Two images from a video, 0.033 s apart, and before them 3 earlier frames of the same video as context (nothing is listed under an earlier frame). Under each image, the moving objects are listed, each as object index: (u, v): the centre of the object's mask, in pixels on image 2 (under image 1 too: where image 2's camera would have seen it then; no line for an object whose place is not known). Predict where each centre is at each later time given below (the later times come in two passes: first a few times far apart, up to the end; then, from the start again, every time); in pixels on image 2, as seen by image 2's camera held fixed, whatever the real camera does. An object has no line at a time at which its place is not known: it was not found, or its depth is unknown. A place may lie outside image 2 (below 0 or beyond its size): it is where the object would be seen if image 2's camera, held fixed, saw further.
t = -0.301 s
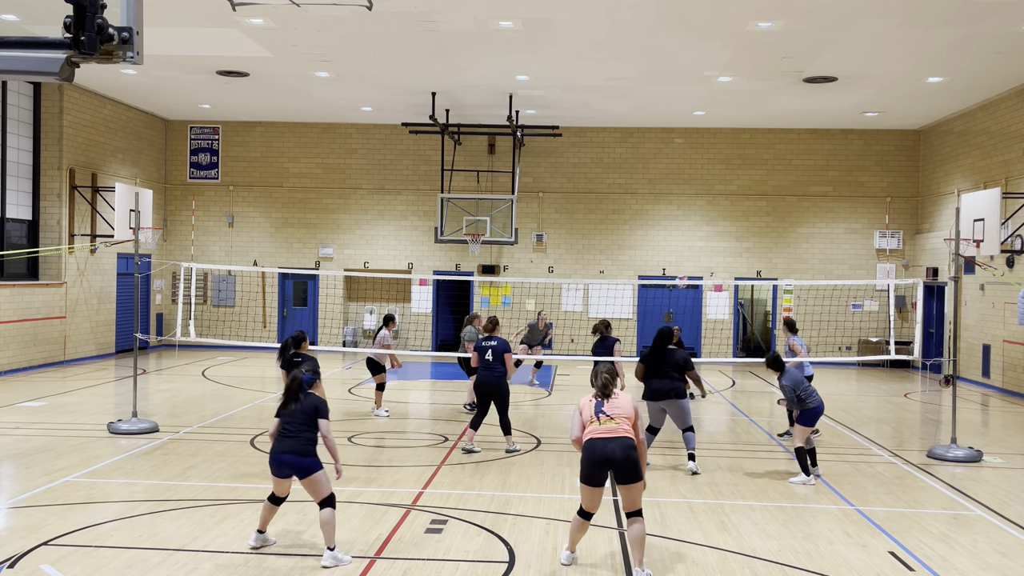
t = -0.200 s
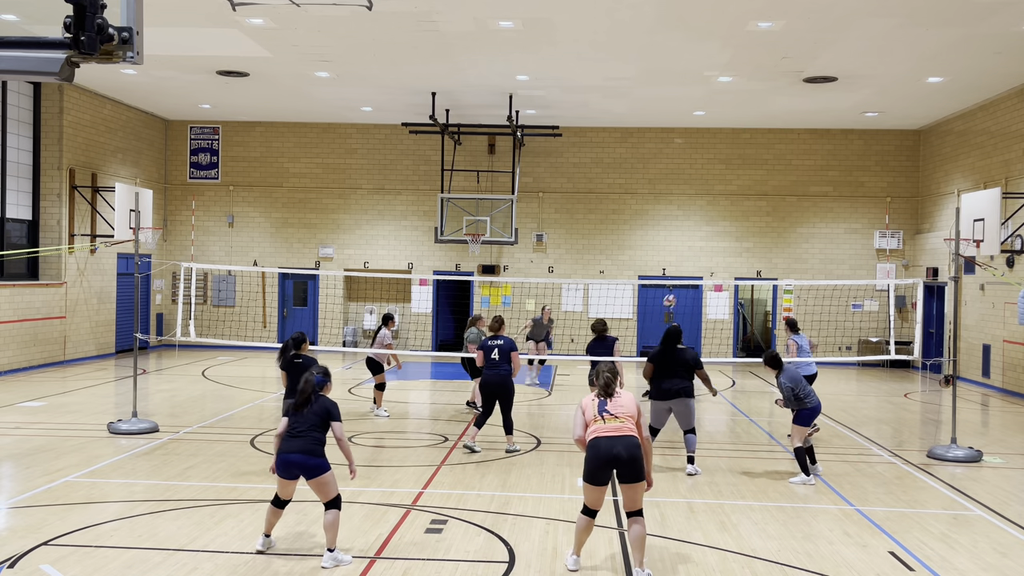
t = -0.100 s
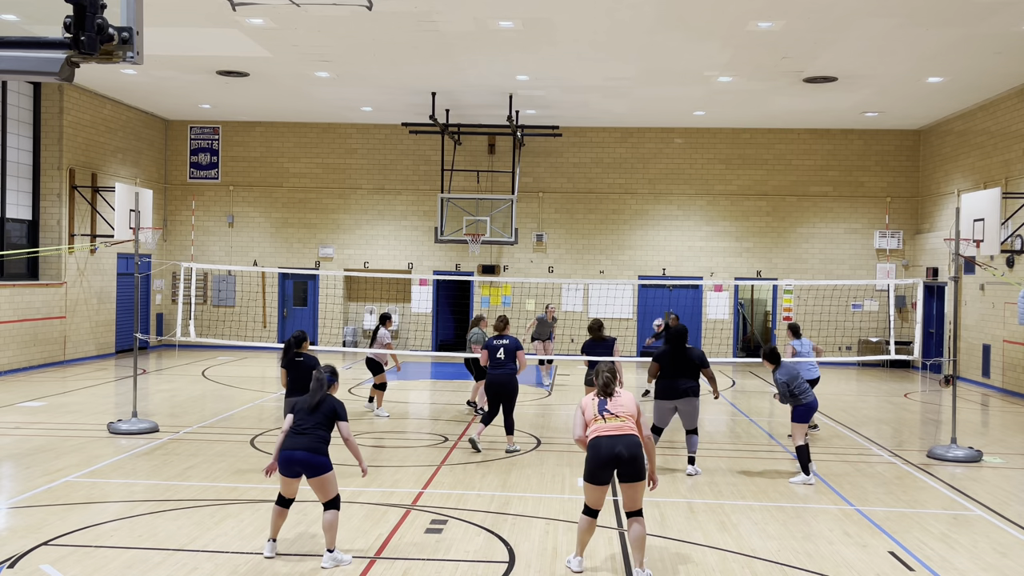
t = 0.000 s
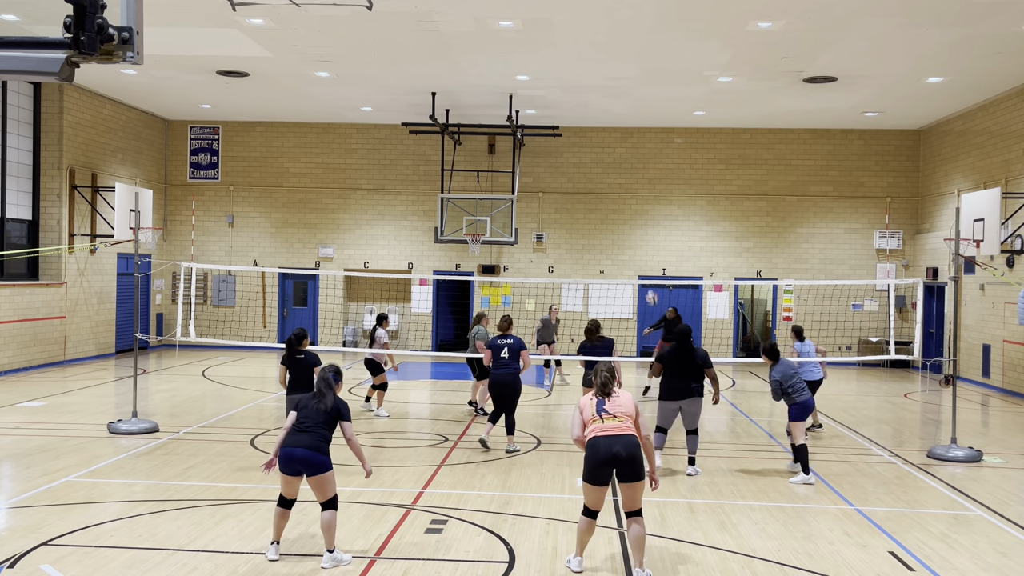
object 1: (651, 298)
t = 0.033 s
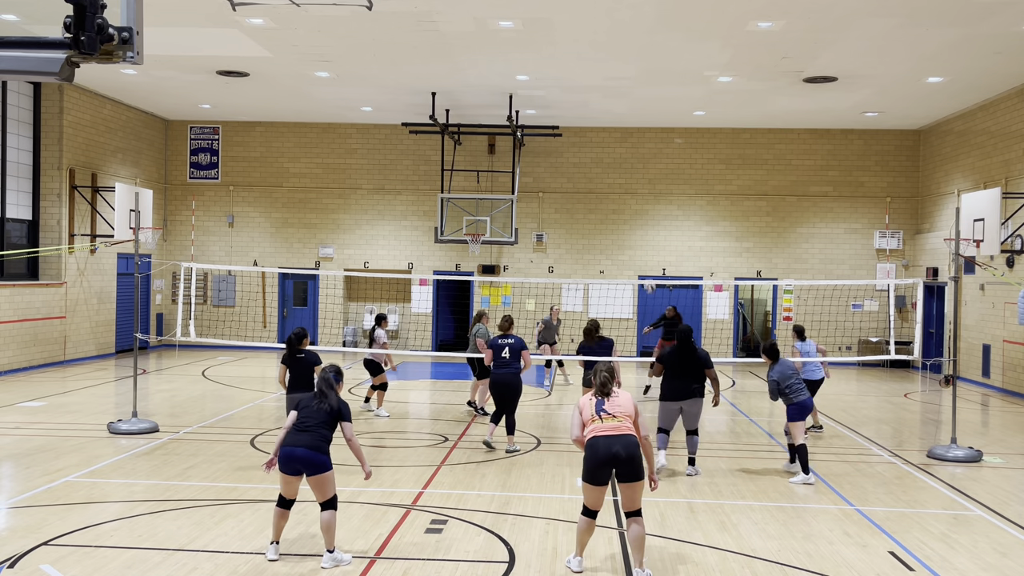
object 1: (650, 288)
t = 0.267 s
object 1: (634, 217)
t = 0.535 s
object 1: (617, 177)
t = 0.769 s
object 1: (599, 173)
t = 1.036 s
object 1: (579, 208)
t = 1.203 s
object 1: (565, 251)
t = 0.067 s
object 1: (647, 275)
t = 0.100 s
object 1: (645, 263)
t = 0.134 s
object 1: (643, 253)
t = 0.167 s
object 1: (641, 243)
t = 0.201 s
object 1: (639, 235)
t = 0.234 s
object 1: (637, 226)
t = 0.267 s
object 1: (634, 217)
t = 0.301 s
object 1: (633, 210)
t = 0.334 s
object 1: (631, 204)
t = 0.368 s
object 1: (629, 198)
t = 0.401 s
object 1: (626, 192)
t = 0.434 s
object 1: (624, 187)
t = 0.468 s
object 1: (621, 183)
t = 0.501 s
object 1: (620, 179)
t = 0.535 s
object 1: (617, 177)
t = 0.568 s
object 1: (615, 174)
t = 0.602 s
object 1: (612, 172)
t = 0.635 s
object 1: (609, 171)
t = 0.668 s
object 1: (607, 170)
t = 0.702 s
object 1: (605, 170)
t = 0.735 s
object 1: (602, 171)
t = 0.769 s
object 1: (599, 173)
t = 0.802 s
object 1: (597, 175)
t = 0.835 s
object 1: (595, 177)
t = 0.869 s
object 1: (592, 181)
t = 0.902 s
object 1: (590, 185)
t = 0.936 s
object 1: (587, 190)
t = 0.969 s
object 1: (584, 195)
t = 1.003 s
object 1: (581, 201)
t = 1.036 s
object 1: (579, 208)
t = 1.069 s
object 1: (576, 215)
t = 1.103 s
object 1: (573, 223)
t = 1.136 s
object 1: (570, 232)
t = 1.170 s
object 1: (568, 241)
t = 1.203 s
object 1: (565, 251)
